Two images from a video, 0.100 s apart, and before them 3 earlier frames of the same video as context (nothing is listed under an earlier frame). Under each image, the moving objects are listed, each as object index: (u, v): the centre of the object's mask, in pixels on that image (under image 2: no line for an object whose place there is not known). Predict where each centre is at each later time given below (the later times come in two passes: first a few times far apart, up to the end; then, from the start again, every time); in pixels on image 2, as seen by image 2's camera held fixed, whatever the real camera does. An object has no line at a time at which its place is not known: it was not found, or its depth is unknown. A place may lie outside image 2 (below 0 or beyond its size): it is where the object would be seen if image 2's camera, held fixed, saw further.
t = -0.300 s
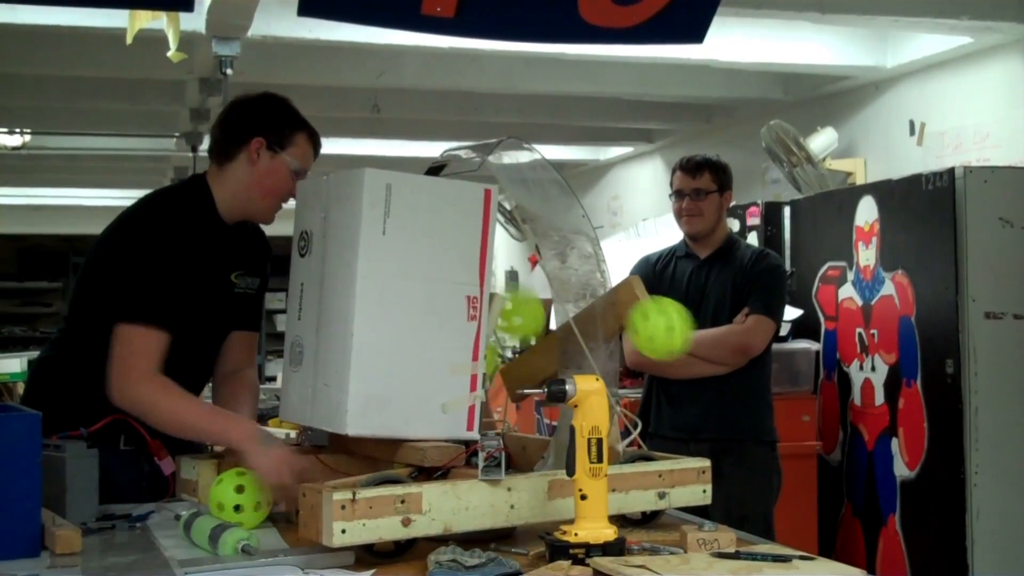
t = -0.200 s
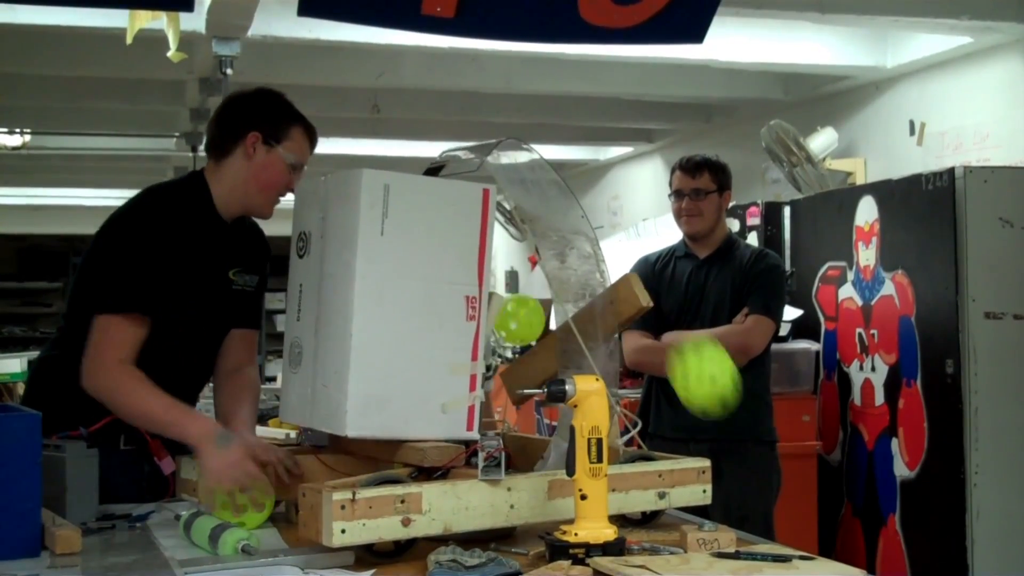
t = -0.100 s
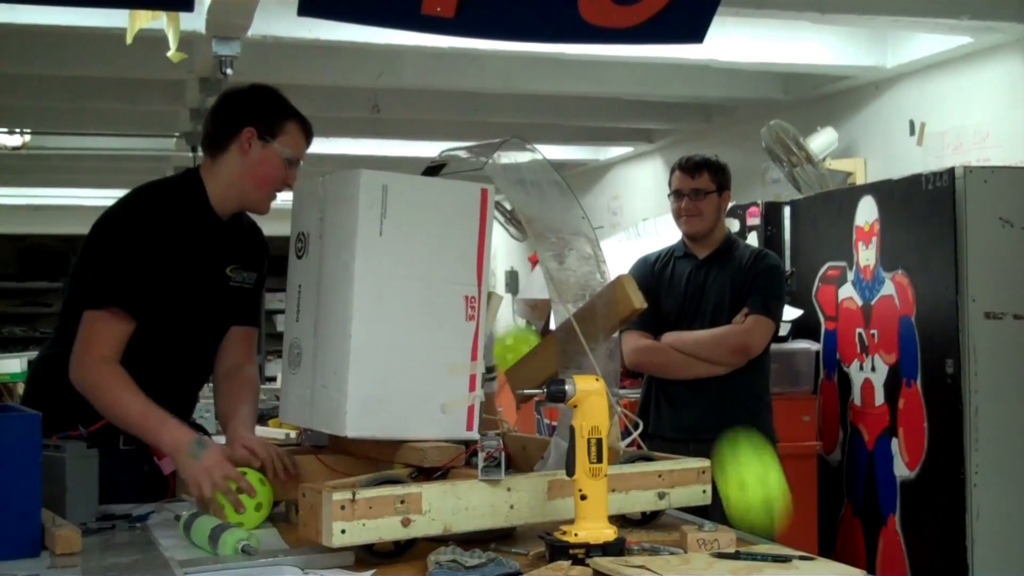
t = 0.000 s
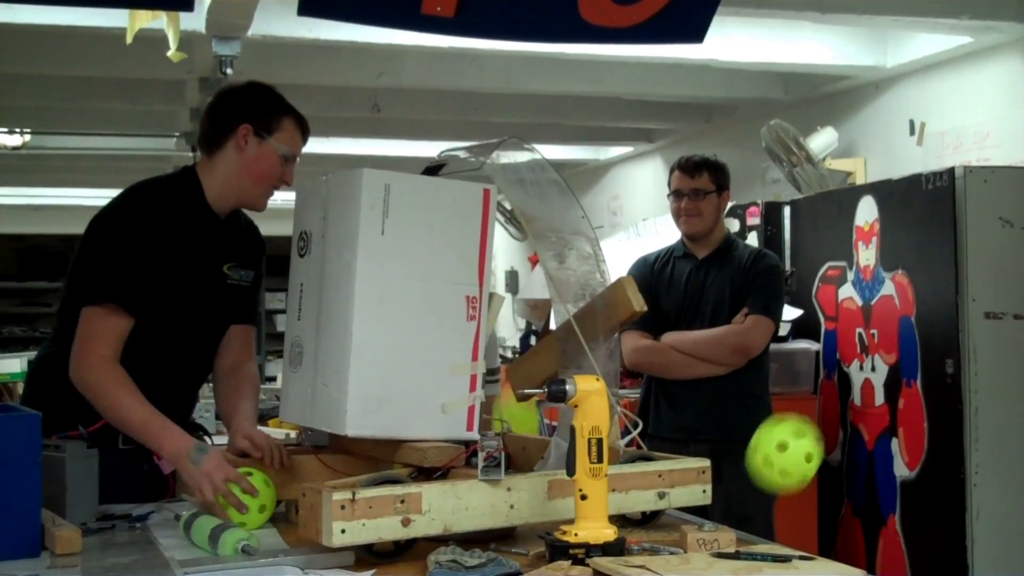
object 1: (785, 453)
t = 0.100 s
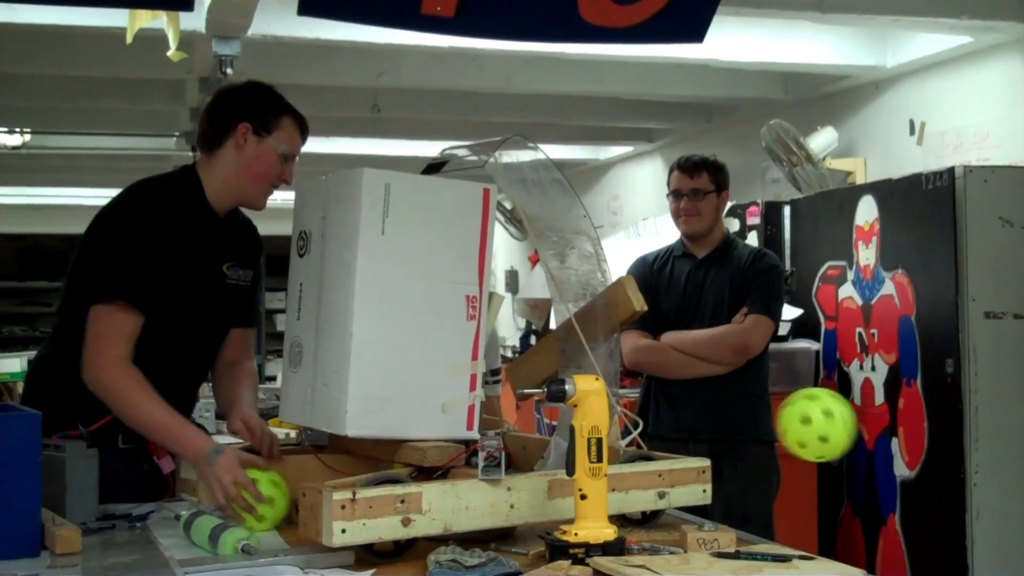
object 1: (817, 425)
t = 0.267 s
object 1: (877, 508)
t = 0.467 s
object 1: (988, 507)
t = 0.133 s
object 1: (828, 428)
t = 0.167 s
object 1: (840, 437)
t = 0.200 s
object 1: (851, 453)
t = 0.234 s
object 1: (864, 477)
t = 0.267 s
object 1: (877, 508)
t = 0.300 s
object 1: (892, 532)
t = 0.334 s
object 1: (912, 519)
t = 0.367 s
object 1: (932, 506)
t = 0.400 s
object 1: (952, 500)
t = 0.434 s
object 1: (973, 500)
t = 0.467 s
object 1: (988, 507)
